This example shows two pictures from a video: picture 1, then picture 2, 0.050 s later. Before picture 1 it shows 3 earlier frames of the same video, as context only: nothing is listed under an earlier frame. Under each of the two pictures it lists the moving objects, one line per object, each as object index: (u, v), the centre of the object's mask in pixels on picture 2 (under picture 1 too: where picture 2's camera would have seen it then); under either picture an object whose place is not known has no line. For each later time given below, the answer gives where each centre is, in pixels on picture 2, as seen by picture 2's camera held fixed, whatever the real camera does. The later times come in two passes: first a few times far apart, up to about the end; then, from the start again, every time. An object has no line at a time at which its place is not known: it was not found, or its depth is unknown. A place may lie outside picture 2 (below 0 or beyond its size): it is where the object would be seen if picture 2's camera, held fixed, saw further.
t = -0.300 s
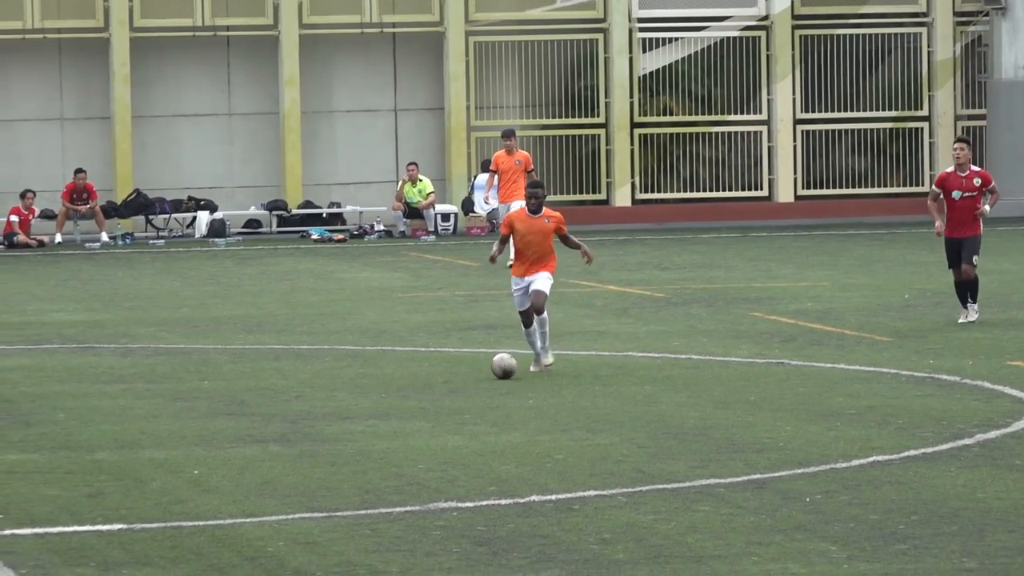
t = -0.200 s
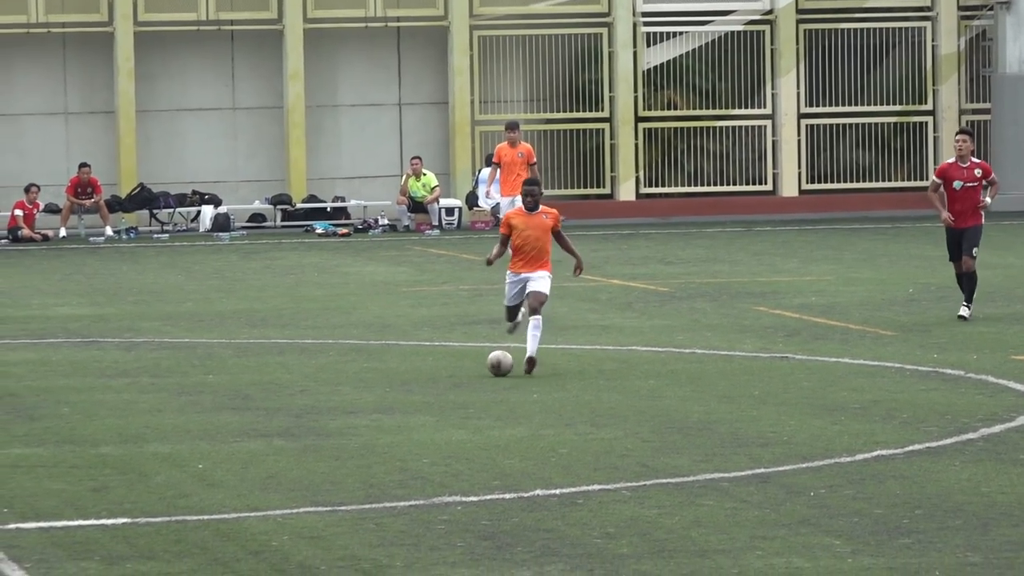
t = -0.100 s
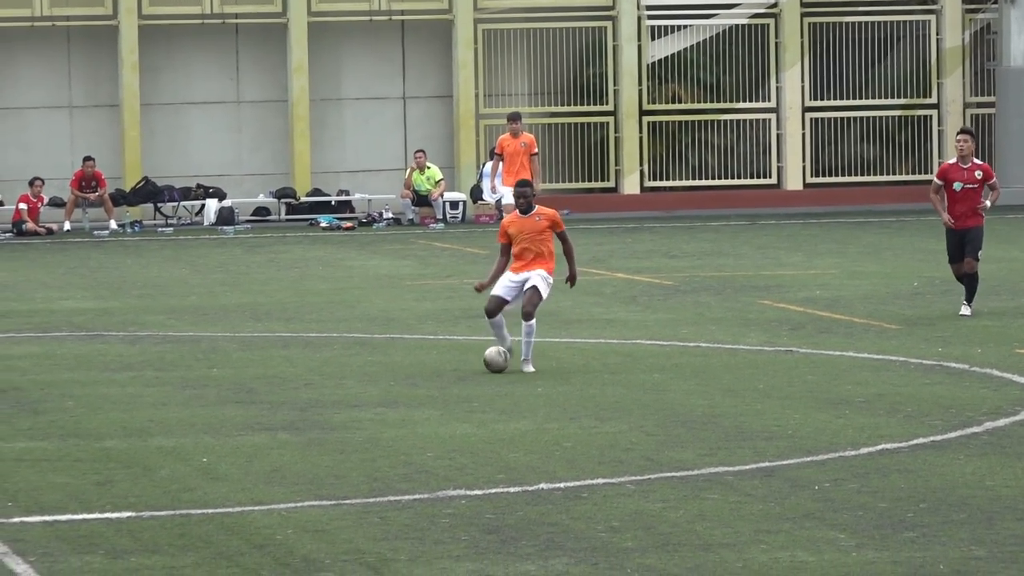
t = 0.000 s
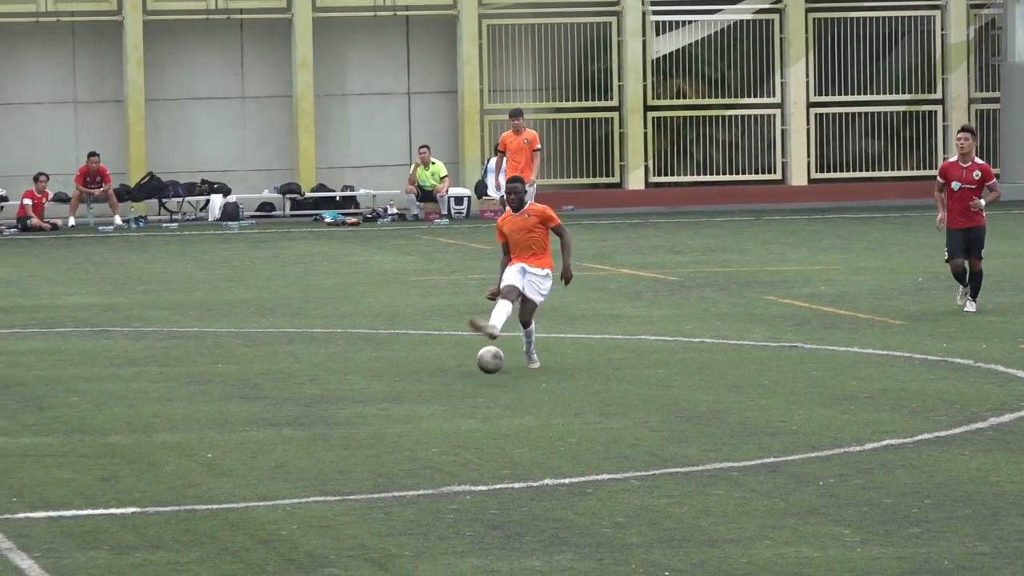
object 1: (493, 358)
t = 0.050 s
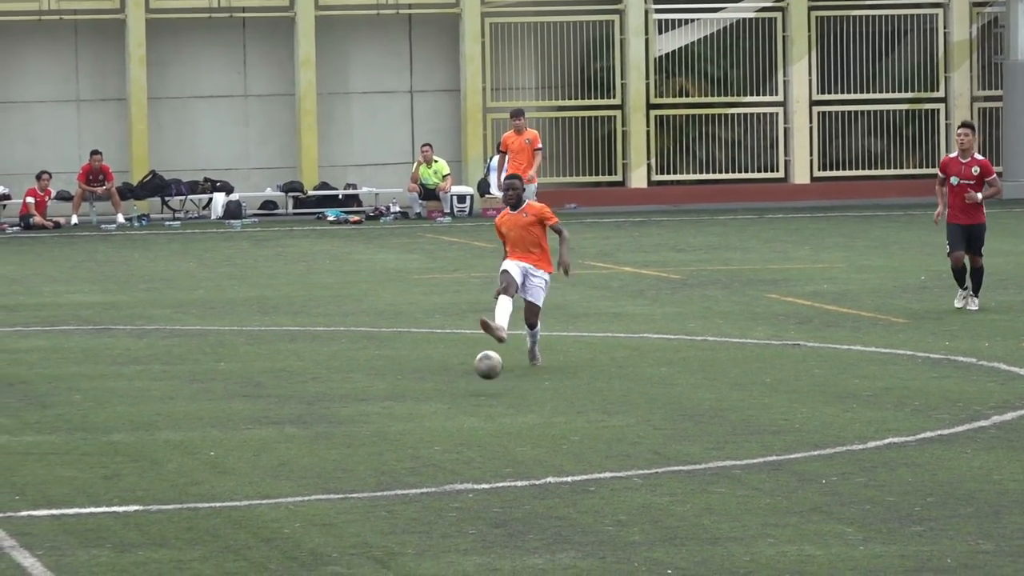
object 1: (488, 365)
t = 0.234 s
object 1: (492, 424)
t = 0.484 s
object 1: (529, 487)
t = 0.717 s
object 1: (578, 551)
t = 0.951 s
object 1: (632, 621)
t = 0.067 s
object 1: (487, 368)
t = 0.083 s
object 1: (486, 372)
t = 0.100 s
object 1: (486, 376)
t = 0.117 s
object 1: (486, 381)
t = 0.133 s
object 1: (486, 387)
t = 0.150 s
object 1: (486, 393)
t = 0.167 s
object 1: (487, 400)
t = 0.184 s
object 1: (488, 407)
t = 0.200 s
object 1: (489, 416)
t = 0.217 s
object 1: (491, 423)
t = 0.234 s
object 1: (492, 424)
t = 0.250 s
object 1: (494, 425)
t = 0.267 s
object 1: (495, 426)
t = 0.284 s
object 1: (497, 427)
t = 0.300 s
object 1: (498, 430)
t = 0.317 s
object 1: (501, 432)
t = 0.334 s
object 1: (503, 436)
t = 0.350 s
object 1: (505, 440)
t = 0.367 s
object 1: (508, 446)
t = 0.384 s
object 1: (510, 452)
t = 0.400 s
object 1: (513, 459)
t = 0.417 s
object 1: (516, 466)
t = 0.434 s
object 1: (519, 474)
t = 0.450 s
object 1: (523, 483)
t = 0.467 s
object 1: (526, 486)
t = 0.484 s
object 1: (529, 487)
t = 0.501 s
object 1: (531, 489)
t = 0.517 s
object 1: (535, 490)
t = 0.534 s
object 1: (538, 492)
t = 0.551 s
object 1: (541, 495)
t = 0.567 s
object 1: (544, 499)
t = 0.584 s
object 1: (548, 504)
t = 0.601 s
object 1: (552, 510)
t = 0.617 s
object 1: (555, 516)
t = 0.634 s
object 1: (559, 522)
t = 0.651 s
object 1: (562, 530)
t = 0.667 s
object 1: (567, 539)
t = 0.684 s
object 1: (571, 549)
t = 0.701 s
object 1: (574, 552)
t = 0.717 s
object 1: (578, 551)
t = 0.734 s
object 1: (581, 552)
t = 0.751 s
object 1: (584, 553)
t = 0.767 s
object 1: (587, 554)
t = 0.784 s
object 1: (592, 555)
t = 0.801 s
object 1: (596, 558)
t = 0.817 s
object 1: (599, 563)
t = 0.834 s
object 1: (603, 568)
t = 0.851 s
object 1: (606, 572)
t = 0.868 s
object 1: (611, 578)
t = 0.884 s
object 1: (615, 585)
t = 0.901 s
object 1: (619, 593)
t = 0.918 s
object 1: (623, 601)
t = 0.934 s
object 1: (627, 610)
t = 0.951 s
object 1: (632, 621)
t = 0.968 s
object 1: (637, 632)
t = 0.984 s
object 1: (641, 640)
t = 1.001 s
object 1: (645, 641)
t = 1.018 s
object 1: (650, 645)
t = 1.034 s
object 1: (655, 649)
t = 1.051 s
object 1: (659, 653)
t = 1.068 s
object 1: (664, 658)
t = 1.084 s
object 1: (669, 665)
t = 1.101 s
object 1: (675, 673)
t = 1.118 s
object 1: (680, 680)
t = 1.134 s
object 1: (685, 687)
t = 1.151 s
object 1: (691, 692)
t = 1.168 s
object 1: (696, 695)
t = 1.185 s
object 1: (701, 699)
